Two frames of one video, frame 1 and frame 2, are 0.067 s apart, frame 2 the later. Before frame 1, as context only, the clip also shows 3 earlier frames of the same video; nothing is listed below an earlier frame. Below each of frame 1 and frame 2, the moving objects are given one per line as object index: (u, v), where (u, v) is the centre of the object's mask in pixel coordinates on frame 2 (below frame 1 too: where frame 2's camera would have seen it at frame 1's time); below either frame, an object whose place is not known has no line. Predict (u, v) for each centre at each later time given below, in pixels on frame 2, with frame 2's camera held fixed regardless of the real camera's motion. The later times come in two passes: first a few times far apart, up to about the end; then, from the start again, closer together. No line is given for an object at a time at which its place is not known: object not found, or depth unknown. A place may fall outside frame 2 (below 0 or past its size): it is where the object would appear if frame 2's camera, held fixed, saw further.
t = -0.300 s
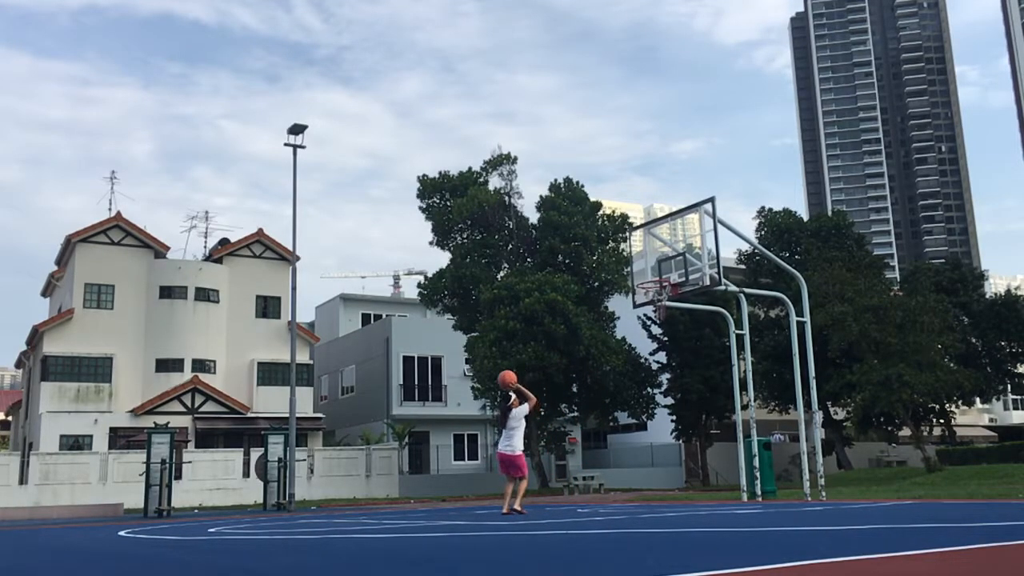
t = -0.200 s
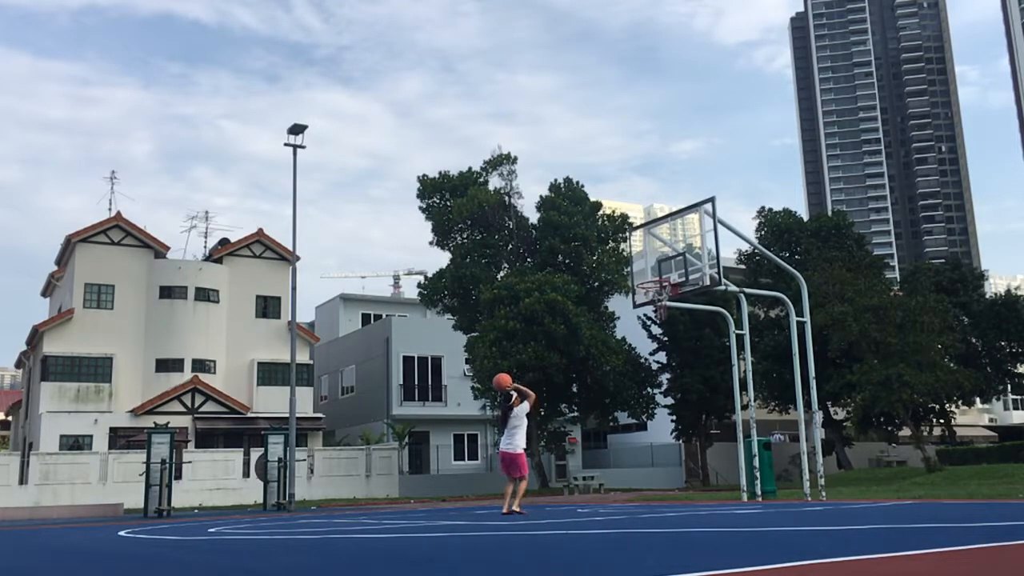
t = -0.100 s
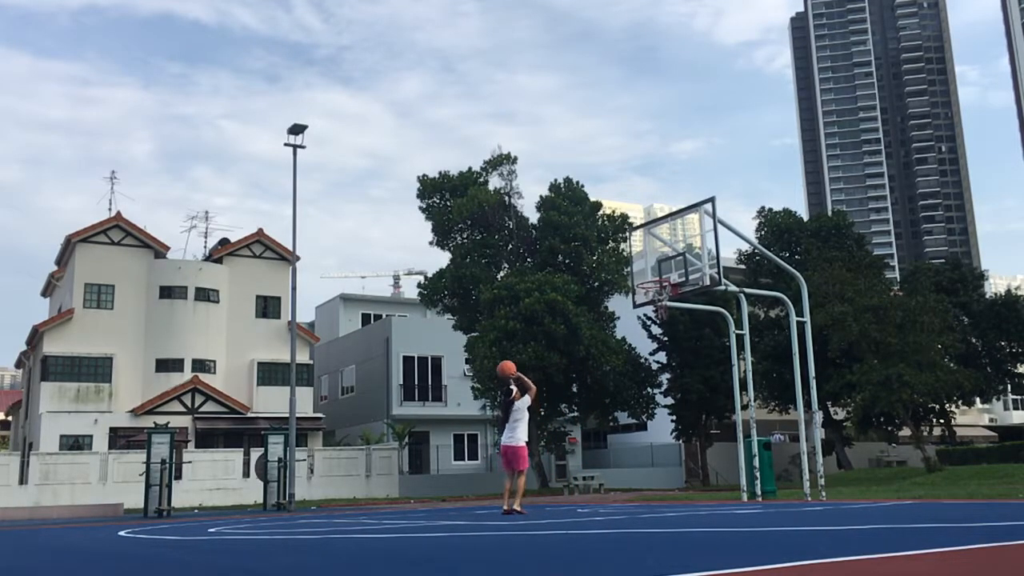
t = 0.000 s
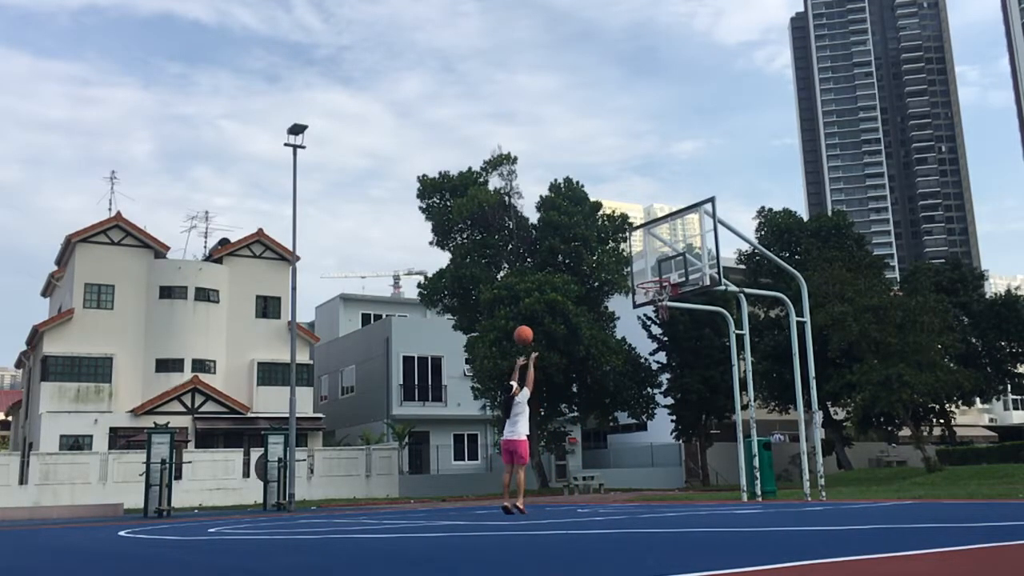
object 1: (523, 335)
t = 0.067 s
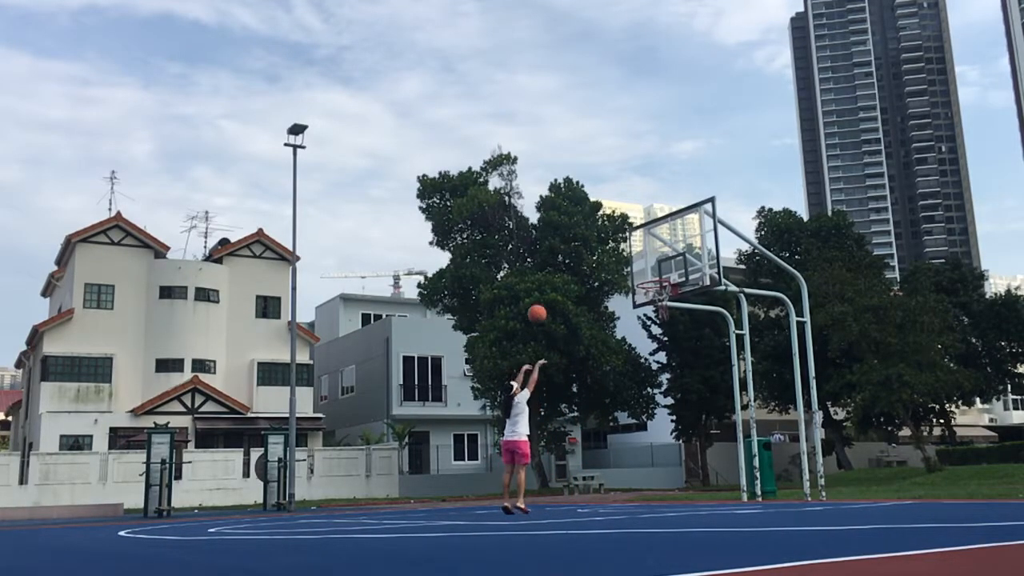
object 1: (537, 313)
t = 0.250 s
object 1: (572, 275)
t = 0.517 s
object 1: (621, 266)
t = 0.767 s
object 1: (652, 268)
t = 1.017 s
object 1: (665, 273)
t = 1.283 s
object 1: (651, 287)
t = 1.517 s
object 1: (643, 340)
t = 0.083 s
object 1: (540, 309)
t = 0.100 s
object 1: (543, 304)
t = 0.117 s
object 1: (546, 300)
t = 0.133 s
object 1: (550, 296)
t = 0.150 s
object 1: (553, 292)
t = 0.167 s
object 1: (556, 289)
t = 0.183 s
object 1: (559, 285)
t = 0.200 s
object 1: (562, 283)
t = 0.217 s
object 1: (565, 281)
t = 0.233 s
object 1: (569, 278)
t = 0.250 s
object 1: (572, 275)
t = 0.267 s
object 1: (575, 273)
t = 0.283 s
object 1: (578, 271)
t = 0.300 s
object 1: (582, 270)
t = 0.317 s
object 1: (585, 268)
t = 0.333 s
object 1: (588, 267)
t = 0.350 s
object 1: (591, 266)
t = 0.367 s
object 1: (594, 265)
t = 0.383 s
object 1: (597, 264)
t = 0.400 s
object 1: (600, 263)
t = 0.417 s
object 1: (603, 263)
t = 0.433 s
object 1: (606, 264)
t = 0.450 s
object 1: (610, 263)
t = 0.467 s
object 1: (612, 263)
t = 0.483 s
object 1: (616, 264)
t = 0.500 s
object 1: (618, 265)
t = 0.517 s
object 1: (621, 266)
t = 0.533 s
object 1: (625, 267)
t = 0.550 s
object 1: (627, 268)
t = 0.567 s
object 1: (630, 270)
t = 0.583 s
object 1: (634, 271)
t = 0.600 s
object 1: (637, 273)
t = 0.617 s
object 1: (639, 275)
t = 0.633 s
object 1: (641, 275)
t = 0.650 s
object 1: (642, 274)
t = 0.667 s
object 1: (644, 273)
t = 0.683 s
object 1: (645, 272)
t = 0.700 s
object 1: (646, 271)
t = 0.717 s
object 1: (647, 270)
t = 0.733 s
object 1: (649, 269)
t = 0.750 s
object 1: (651, 269)
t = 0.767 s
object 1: (652, 268)
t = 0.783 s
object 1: (654, 268)
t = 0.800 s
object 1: (655, 268)
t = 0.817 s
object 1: (656, 268)
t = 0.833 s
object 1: (657, 269)
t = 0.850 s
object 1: (659, 270)
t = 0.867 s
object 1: (660, 270)
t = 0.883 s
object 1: (660, 271)
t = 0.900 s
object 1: (663, 272)
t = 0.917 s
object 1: (665, 273)
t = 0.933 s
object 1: (667, 274)
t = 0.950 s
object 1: (668, 275)
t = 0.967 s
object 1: (668, 275)
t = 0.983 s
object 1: (667, 274)
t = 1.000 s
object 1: (666, 273)
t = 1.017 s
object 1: (665, 273)
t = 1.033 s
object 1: (664, 272)
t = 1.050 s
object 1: (663, 272)
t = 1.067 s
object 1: (662, 272)
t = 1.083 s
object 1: (660, 272)
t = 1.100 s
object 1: (660, 272)
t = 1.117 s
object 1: (659, 272)
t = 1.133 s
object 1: (659, 272)
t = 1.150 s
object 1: (658, 273)
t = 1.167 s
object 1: (657, 274)
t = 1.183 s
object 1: (657, 276)
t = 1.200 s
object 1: (656, 277)
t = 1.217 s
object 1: (654, 278)
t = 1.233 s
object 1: (653, 280)
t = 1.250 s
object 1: (653, 281)
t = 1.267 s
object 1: (653, 284)
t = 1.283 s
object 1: (651, 287)
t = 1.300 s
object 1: (651, 290)
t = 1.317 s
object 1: (650, 292)
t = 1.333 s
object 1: (648, 295)
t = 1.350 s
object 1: (649, 298)
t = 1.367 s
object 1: (648, 301)
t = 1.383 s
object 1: (647, 304)
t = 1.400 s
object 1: (647, 308)
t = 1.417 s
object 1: (647, 312)
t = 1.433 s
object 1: (646, 317)
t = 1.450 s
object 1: (645, 321)
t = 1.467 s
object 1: (644, 326)
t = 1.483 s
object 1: (644, 330)
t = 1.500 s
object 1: (644, 335)
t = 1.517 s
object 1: (643, 340)
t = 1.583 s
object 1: (641, 363)
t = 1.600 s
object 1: (640, 369)
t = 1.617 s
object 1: (640, 375)
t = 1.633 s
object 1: (639, 382)
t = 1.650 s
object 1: (639, 389)
